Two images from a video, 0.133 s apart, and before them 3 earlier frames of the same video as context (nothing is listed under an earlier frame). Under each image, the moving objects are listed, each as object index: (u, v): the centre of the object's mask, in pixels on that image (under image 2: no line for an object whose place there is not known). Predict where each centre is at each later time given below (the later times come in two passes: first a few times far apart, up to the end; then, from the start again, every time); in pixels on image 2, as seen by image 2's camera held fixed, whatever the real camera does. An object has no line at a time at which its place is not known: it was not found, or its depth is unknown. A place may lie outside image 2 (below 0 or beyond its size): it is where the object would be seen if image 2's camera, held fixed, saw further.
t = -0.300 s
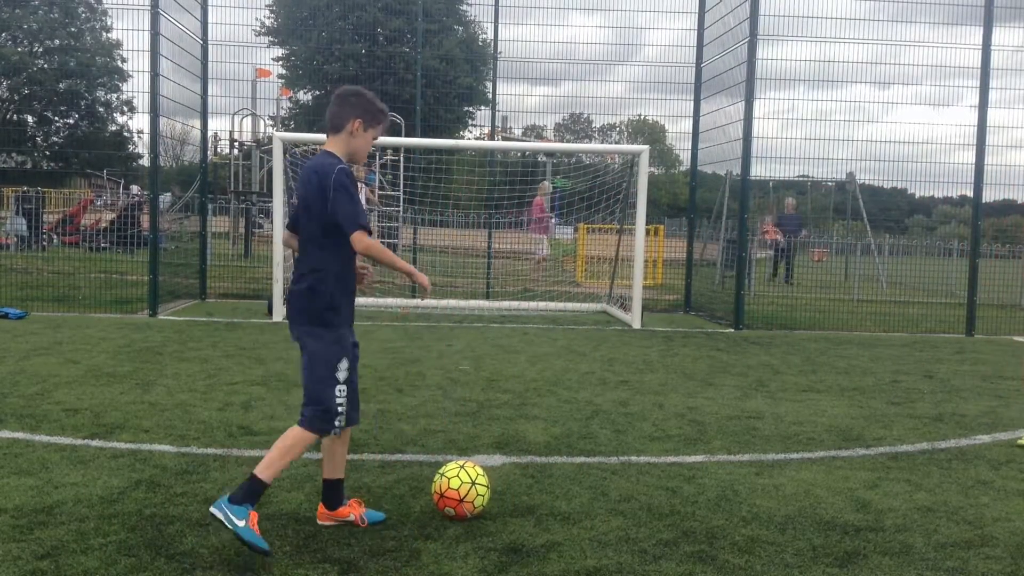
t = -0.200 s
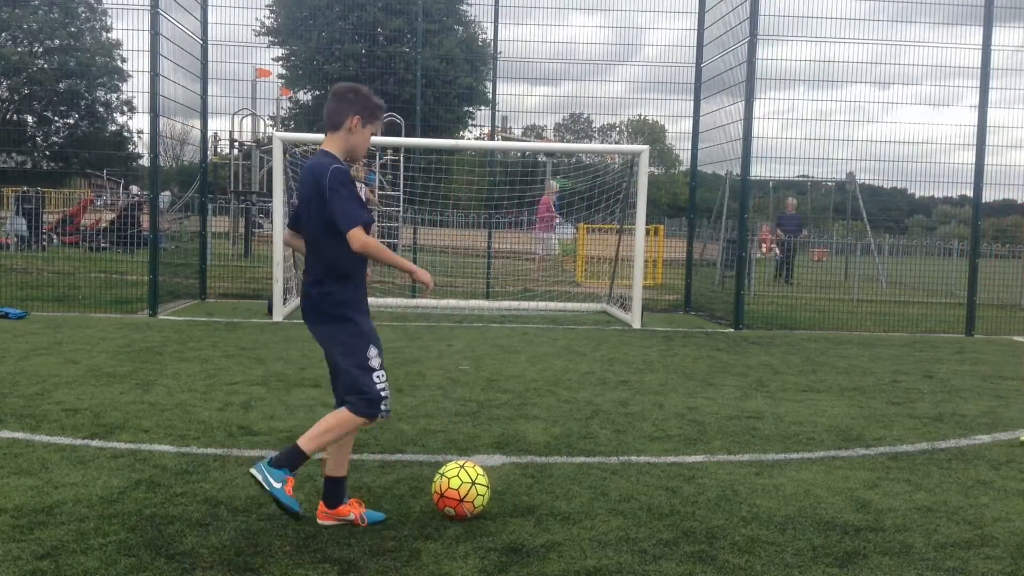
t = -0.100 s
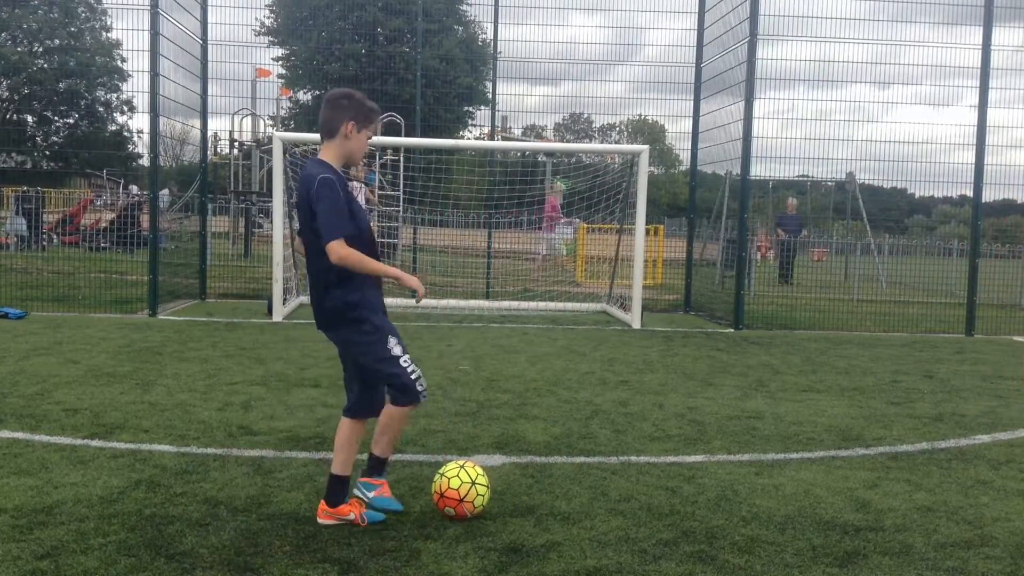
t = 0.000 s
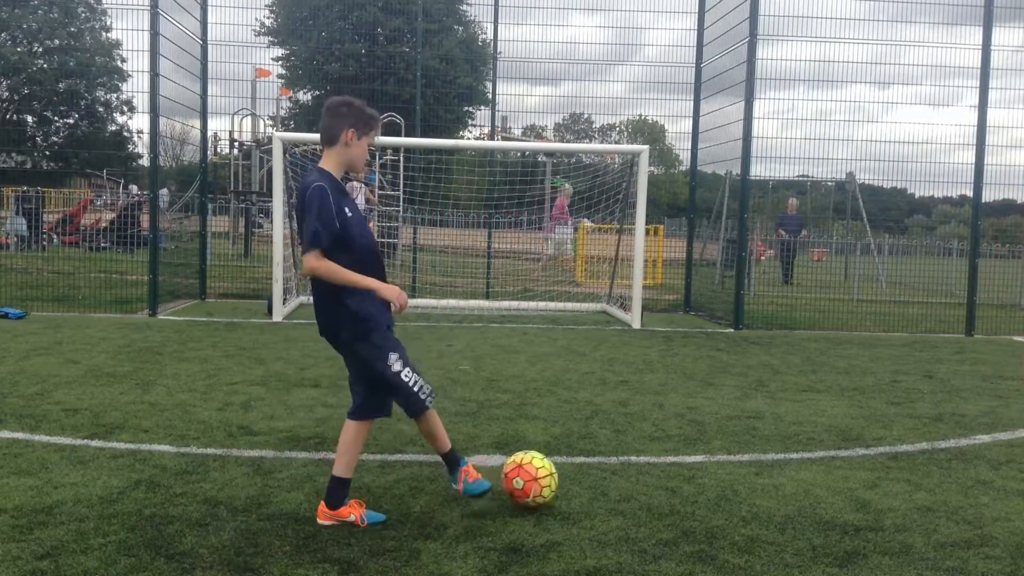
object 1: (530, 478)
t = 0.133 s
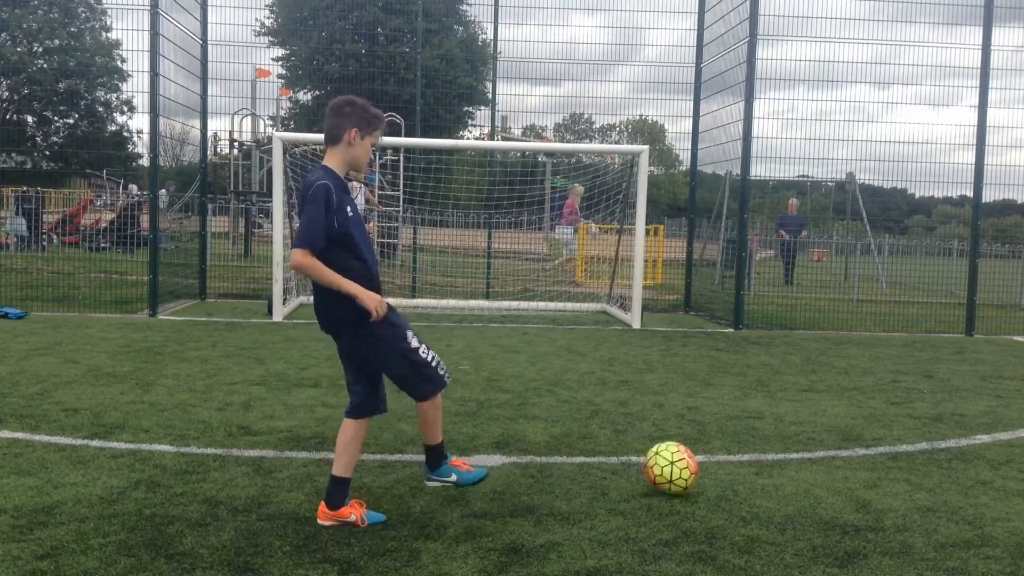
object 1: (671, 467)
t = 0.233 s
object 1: (753, 460)
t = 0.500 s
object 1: (915, 439)
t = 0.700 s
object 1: (1009, 432)
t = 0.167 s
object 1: (699, 462)
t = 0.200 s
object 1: (726, 459)
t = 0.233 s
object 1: (753, 460)
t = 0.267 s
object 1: (777, 459)
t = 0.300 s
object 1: (799, 453)
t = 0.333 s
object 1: (819, 449)
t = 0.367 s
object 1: (840, 447)
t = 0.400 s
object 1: (860, 448)
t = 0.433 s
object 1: (880, 451)
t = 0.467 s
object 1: (898, 444)
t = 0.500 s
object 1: (915, 439)
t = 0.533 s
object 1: (934, 436)
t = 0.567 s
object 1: (951, 436)
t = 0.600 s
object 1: (968, 440)
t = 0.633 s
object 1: (985, 438)
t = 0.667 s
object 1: (1001, 434)
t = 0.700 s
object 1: (1009, 432)
